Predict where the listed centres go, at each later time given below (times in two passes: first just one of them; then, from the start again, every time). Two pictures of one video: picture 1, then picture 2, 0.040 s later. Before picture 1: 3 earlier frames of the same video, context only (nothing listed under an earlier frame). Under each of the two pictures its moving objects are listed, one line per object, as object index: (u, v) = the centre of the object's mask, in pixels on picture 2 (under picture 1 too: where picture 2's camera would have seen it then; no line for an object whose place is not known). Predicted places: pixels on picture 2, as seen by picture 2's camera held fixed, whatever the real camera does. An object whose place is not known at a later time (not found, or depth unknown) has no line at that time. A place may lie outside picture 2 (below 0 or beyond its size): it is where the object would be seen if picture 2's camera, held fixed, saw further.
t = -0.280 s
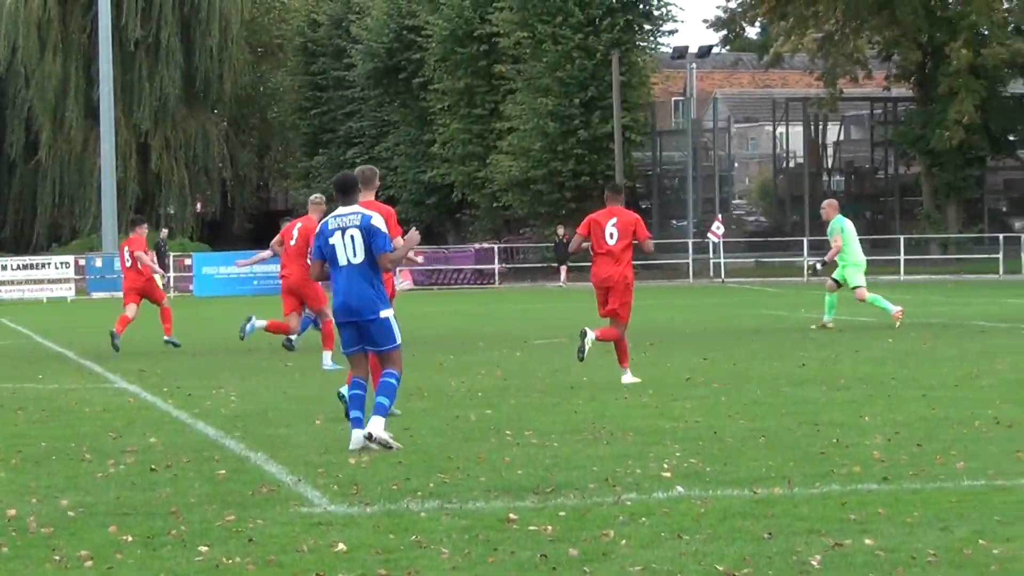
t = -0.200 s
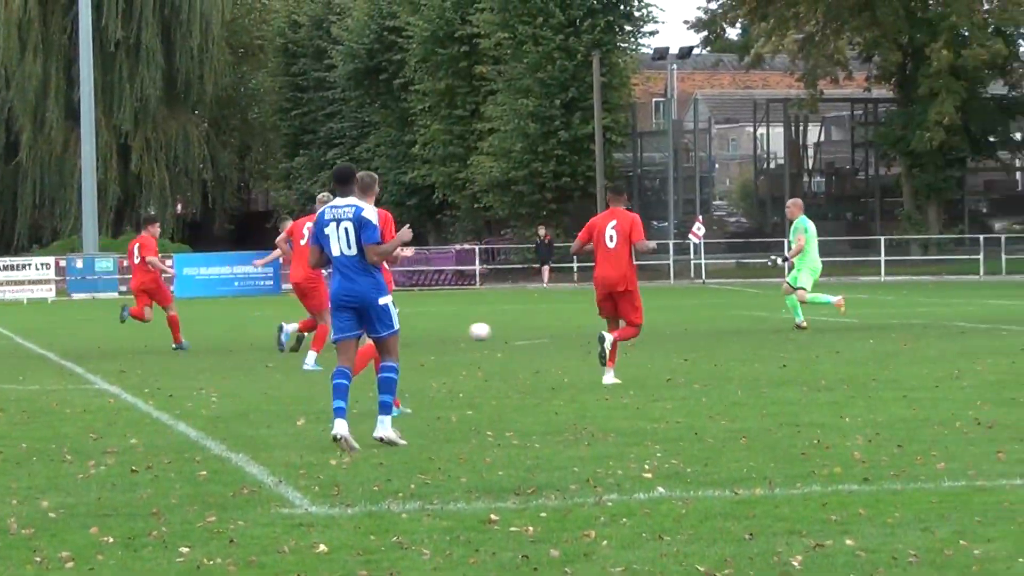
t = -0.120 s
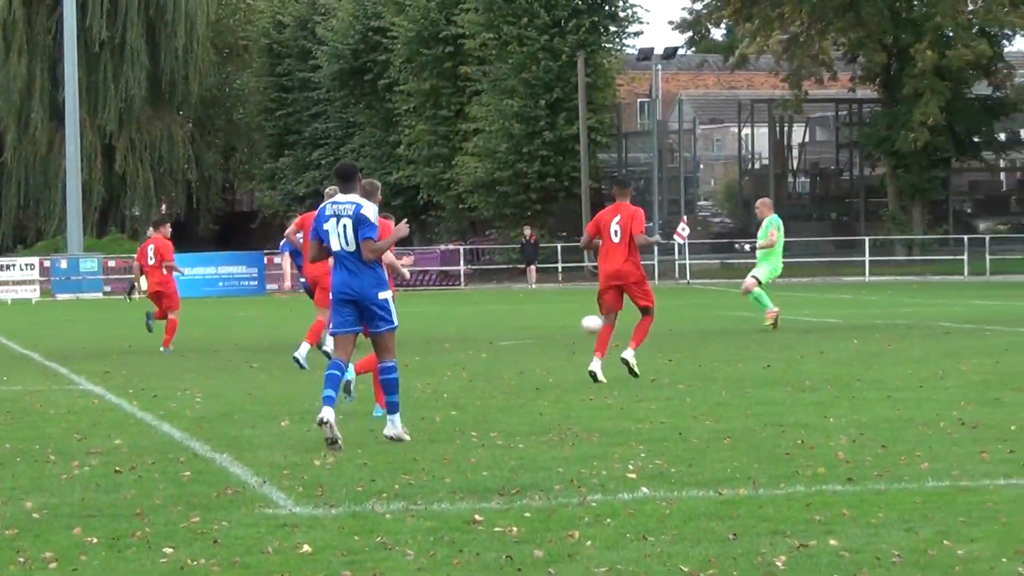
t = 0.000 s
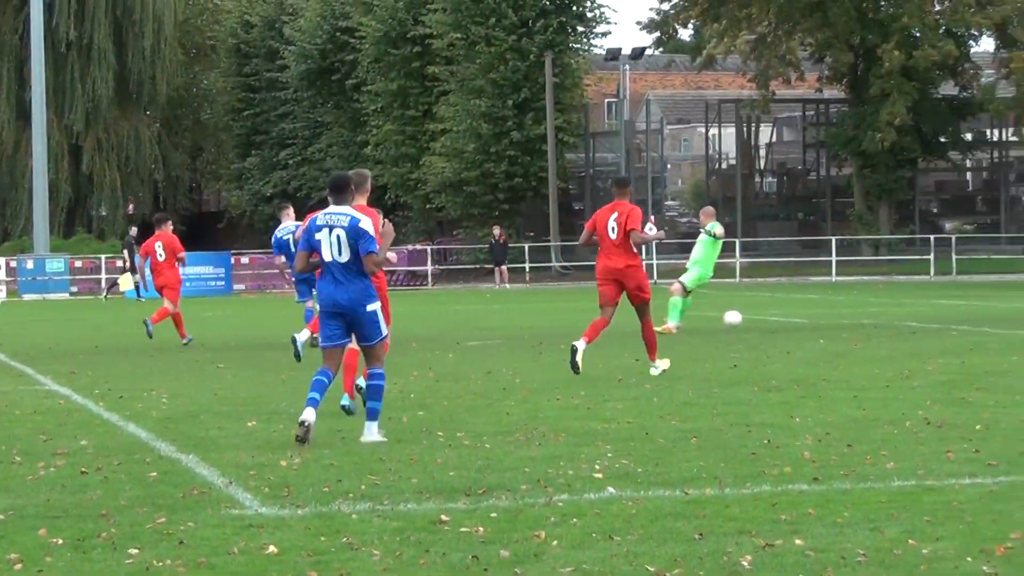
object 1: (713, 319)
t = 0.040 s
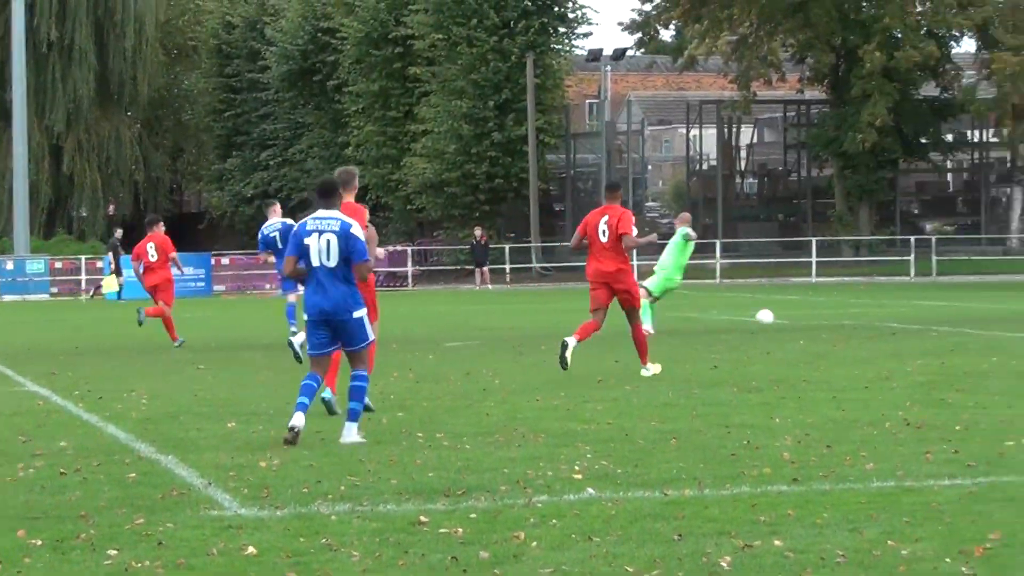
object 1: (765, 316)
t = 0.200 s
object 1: (956, 306)
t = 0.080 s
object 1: (813, 312)
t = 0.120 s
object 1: (861, 308)
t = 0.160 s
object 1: (909, 306)
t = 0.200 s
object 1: (956, 306)
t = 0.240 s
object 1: (1002, 306)
